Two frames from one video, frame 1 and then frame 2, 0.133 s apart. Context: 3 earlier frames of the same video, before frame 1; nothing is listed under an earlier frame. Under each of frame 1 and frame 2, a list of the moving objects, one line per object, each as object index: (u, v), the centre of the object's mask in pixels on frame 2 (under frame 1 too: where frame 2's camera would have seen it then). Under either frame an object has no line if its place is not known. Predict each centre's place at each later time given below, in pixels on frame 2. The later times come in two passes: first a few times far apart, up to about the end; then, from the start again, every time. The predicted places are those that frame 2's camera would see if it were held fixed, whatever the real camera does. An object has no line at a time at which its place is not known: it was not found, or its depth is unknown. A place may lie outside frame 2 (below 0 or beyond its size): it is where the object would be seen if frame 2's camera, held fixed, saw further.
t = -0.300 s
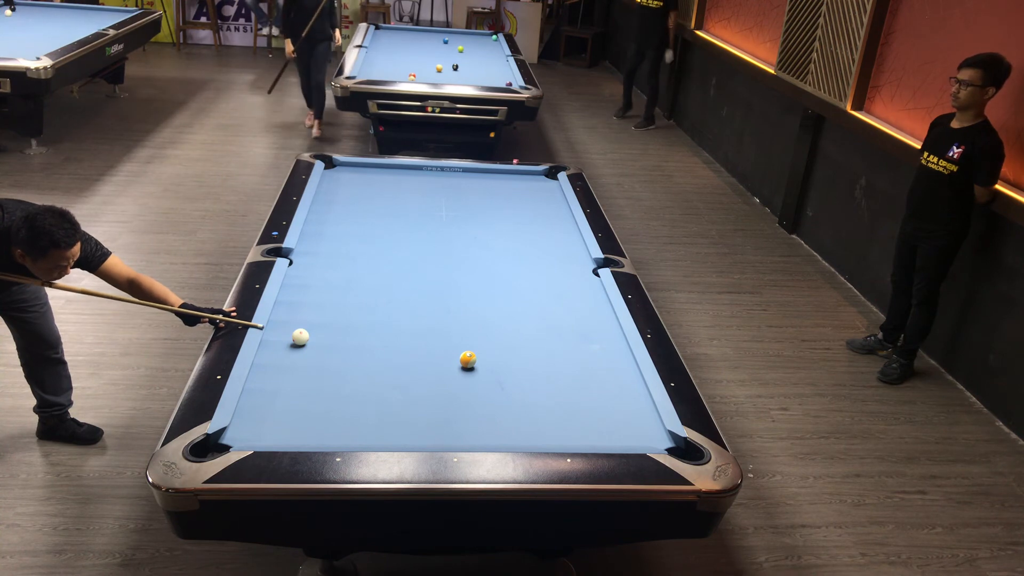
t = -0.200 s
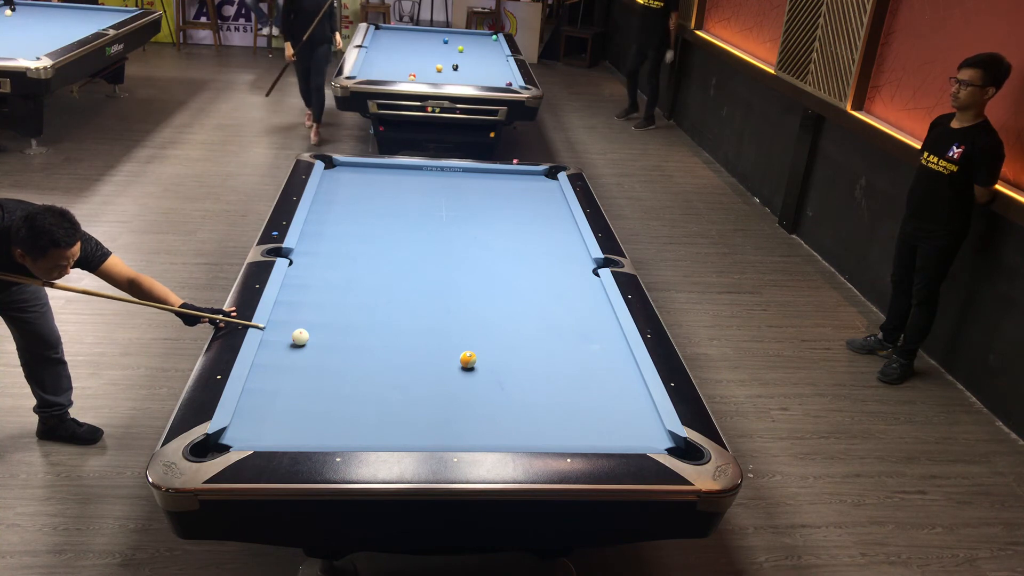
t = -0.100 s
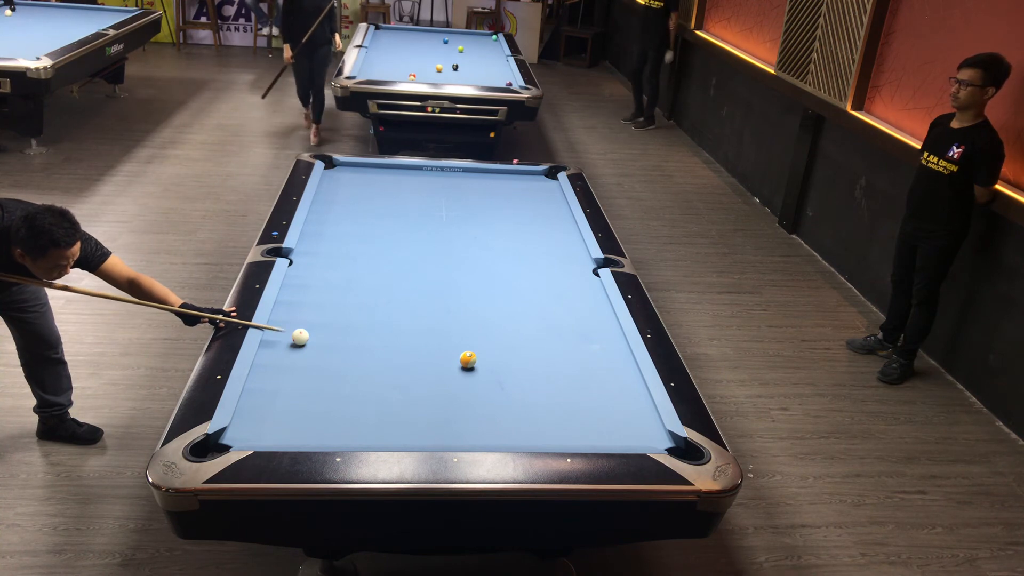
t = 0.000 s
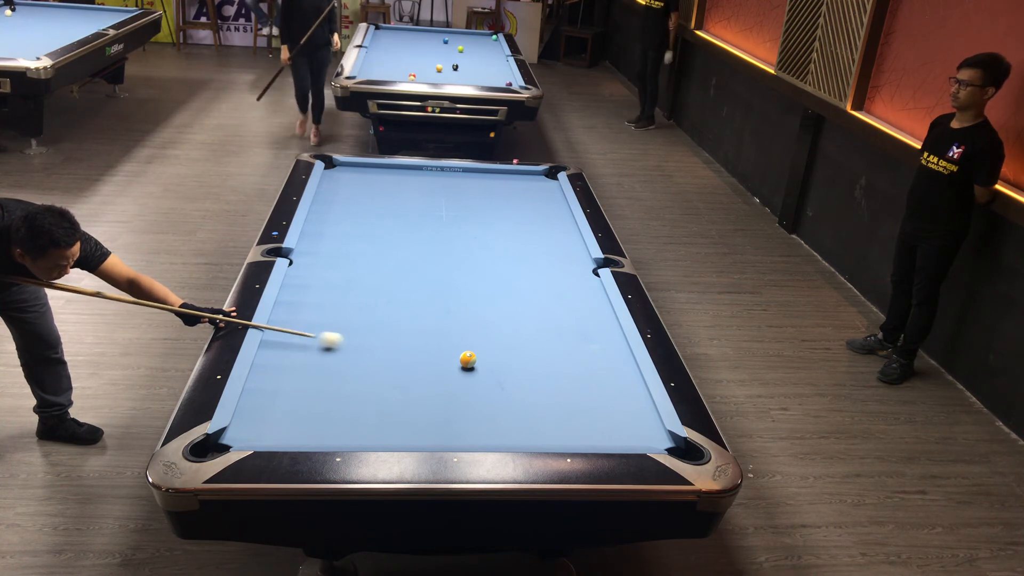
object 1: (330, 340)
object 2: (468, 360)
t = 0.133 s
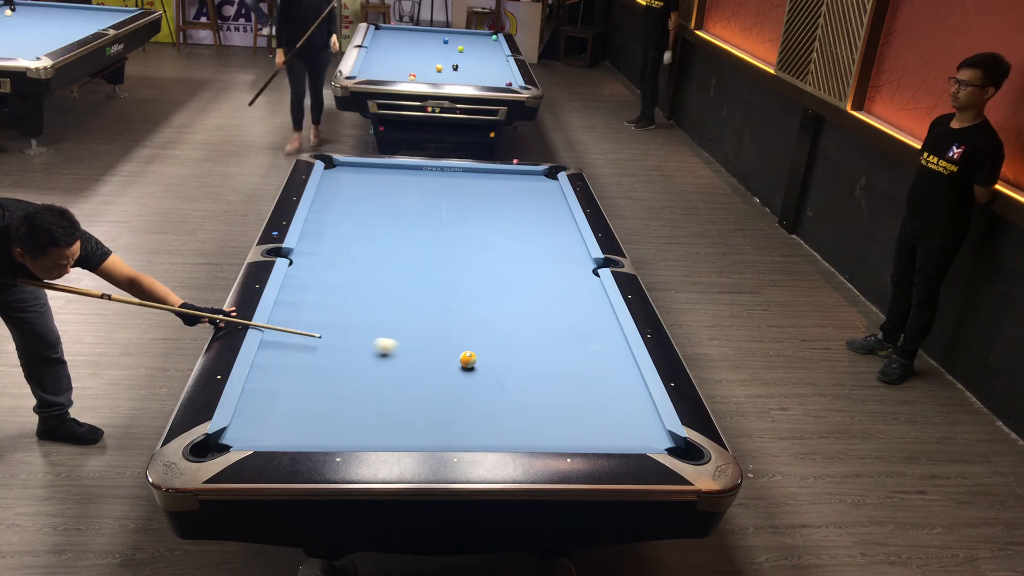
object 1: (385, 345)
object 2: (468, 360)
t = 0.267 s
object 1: (439, 352)
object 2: (468, 360)
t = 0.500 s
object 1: (485, 344)
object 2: (515, 378)
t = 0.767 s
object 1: (529, 334)
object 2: (570, 401)
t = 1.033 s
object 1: (570, 325)
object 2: (628, 426)
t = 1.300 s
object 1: (607, 317)
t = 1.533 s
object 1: (592, 313)
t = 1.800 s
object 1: (573, 307)
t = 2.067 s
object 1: (554, 303)
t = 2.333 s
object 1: (538, 299)
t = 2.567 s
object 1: (524, 296)
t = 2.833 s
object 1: (511, 293)
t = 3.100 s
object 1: (499, 290)
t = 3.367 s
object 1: (489, 287)
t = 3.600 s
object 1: (480, 285)
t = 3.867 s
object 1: (472, 283)
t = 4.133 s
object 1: (465, 282)
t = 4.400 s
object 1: (460, 281)
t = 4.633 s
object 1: (456, 279)
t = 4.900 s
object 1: (453, 279)
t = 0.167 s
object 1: (399, 347)
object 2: (468, 360)
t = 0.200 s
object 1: (412, 349)
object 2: (468, 360)
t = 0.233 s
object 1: (426, 350)
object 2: (468, 360)
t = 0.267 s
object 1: (439, 352)
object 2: (468, 360)
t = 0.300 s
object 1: (452, 352)
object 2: (468, 360)
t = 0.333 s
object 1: (458, 352)
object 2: (476, 362)
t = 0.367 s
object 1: (463, 350)
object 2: (485, 366)
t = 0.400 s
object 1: (468, 348)
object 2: (493, 370)
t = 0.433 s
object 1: (474, 346)
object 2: (501, 373)
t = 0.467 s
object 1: (479, 345)
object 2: (508, 376)
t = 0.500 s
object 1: (485, 344)
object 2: (515, 378)
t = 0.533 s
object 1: (491, 343)
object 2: (522, 381)
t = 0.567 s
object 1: (497, 341)
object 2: (529, 384)
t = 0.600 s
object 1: (502, 340)
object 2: (536, 387)
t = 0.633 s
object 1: (508, 339)
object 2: (542, 390)
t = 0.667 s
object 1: (513, 337)
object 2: (549, 393)
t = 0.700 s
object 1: (519, 337)
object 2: (556, 395)
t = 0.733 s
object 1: (524, 335)
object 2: (563, 398)
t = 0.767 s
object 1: (529, 334)
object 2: (570, 401)
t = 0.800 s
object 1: (535, 333)
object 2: (578, 404)
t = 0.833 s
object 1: (540, 332)
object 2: (585, 408)
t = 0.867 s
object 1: (545, 330)
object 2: (592, 411)
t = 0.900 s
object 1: (550, 329)
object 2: (599, 414)
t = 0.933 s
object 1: (555, 328)
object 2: (607, 416)
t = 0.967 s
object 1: (560, 328)
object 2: (613, 419)
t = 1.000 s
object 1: (565, 326)
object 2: (621, 423)
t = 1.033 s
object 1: (570, 325)
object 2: (628, 426)
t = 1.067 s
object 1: (575, 324)
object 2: (636, 429)
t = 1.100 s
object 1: (580, 323)
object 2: (644, 433)
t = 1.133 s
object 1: (584, 322)
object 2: (651, 435)
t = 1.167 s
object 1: (589, 321)
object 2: (658, 438)
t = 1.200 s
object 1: (594, 320)
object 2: (666, 441)
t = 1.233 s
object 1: (598, 319)
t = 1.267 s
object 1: (602, 318)
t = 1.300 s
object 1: (607, 317)
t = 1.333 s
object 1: (609, 317)
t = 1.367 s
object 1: (606, 316)
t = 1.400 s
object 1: (603, 315)
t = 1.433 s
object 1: (600, 314)
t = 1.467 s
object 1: (598, 314)
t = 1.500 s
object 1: (595, 313)
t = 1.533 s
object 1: (592, 313)
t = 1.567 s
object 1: (590, 312)
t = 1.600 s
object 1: (587, 311)
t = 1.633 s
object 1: (585, 310)
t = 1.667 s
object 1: (582, 310)
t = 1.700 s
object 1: (580, 309)
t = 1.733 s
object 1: (577, 309)
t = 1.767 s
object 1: (575, 308)
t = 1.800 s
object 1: (573, 307)
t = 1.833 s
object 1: (570, 307)
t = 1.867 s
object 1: (568, 306)
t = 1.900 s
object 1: (565, 306)
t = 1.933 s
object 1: (563, 305)
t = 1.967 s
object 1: (561, 305)
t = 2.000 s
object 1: (559, 304)
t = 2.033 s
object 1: (557, 303)
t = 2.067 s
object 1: (554, 303)
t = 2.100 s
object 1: (552, 302)
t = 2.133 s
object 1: (550, 302)
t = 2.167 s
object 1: (548, 301)
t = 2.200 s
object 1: (546, 301)
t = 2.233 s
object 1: (544, 300)
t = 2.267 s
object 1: (542, 300)
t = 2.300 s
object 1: (540, 299)
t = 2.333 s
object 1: (538, 299)
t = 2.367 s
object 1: (536, 298)
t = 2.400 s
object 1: (534, 298)
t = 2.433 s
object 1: (532, 297)
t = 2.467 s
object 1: (530, 297)
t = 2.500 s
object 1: (528, 297)
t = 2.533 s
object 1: (526, 296)
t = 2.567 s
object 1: (524, 296)
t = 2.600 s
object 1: (523, 295)
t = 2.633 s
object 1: (521, 295)
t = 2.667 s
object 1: (519, 295)
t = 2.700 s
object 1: (518, 294)
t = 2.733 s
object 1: (516, 294)
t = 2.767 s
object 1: (514, 293)
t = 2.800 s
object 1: (512, 293)
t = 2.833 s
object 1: (511, 293)
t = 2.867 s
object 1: (509, 292)
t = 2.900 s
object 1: (507, 292)
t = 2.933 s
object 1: (506, 291)
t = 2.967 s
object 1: (505, 291)
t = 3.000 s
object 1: (504, 291)
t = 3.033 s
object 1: (502, 290)
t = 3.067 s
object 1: (501, 290)
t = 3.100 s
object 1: (499, 290)
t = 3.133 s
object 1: (498, 289)
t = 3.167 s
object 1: (496, 289)
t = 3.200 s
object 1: (495, 289)
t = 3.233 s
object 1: (493, 288)
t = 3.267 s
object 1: (492, 288)
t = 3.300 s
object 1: (491, 288)
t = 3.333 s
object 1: (490, 288)
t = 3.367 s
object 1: (489, 287)
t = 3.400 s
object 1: (487, 287)
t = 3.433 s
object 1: (486, 286)
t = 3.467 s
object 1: (485, 286)
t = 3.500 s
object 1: (484, 286)
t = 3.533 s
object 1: (482, 286)
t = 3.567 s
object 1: (481, 286)
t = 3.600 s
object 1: (480, 285)
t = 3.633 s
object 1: (479, 285)
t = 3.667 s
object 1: (478, 285)
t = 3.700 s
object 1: (477, 284)
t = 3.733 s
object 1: (476, 284)
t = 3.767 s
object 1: (475, 284)
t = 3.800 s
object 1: (474, 284)
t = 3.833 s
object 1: (473, 283)
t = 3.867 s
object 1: (472, 283)
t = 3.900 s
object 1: (471, 283)
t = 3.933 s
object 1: (470, 283)
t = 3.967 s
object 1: (469, 283)
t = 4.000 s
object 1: (469, 283)
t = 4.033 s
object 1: (468, 282)
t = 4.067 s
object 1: (467, 282)
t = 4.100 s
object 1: (466, 282)
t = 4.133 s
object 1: (465, 282)
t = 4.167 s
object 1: (465, 282)
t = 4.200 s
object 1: (464, 281)
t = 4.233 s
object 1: (463, 281)
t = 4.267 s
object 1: (463, 281)
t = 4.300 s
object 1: (462, 281)
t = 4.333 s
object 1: (461, 281)
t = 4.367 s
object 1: (460, 281)
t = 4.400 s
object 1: (460, 281)
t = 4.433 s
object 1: (459, 280)
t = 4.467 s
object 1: (459, 280)
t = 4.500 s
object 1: (458, 280)
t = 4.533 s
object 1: (458, 280)
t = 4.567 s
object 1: (457, 280)
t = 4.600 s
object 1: (457, 280)
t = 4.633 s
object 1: (456, 279)
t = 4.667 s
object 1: (456, 280)
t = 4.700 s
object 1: (455, 280)
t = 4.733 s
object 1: (455, 280)
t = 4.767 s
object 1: (454, 280)
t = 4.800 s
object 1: (454, 279)
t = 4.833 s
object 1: (454, 279)
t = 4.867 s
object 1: (453, 279)
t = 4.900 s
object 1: (453, 279)
